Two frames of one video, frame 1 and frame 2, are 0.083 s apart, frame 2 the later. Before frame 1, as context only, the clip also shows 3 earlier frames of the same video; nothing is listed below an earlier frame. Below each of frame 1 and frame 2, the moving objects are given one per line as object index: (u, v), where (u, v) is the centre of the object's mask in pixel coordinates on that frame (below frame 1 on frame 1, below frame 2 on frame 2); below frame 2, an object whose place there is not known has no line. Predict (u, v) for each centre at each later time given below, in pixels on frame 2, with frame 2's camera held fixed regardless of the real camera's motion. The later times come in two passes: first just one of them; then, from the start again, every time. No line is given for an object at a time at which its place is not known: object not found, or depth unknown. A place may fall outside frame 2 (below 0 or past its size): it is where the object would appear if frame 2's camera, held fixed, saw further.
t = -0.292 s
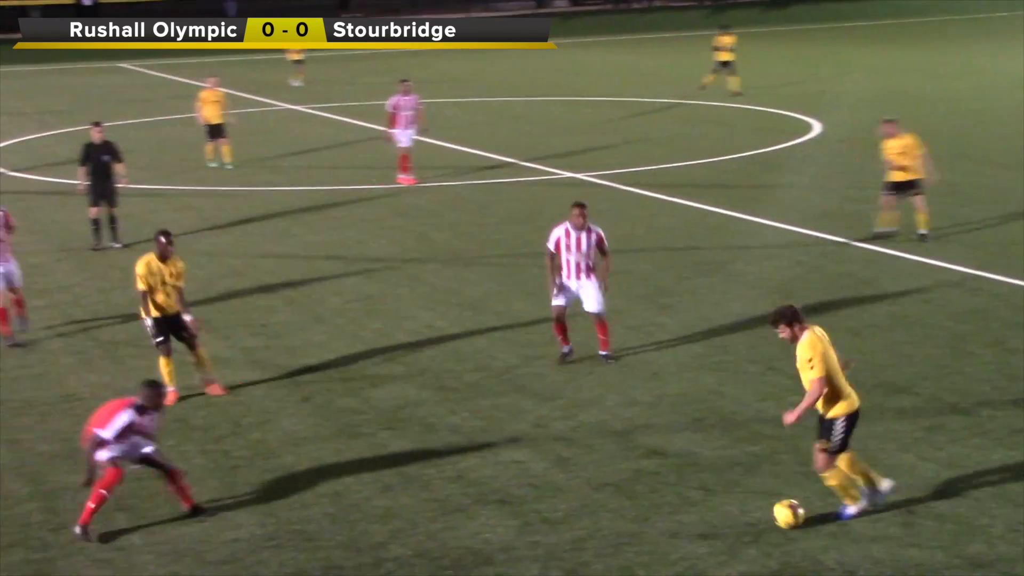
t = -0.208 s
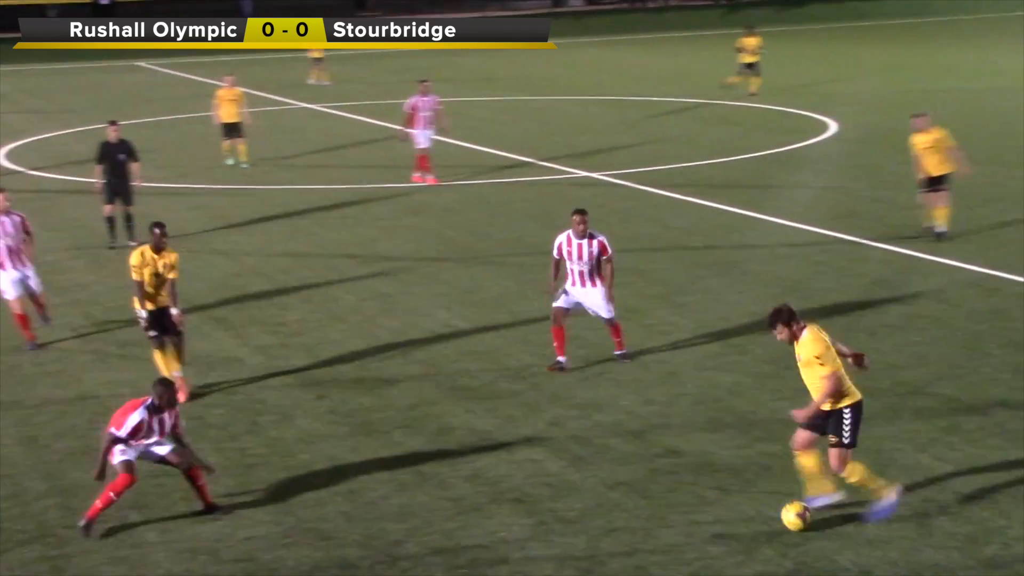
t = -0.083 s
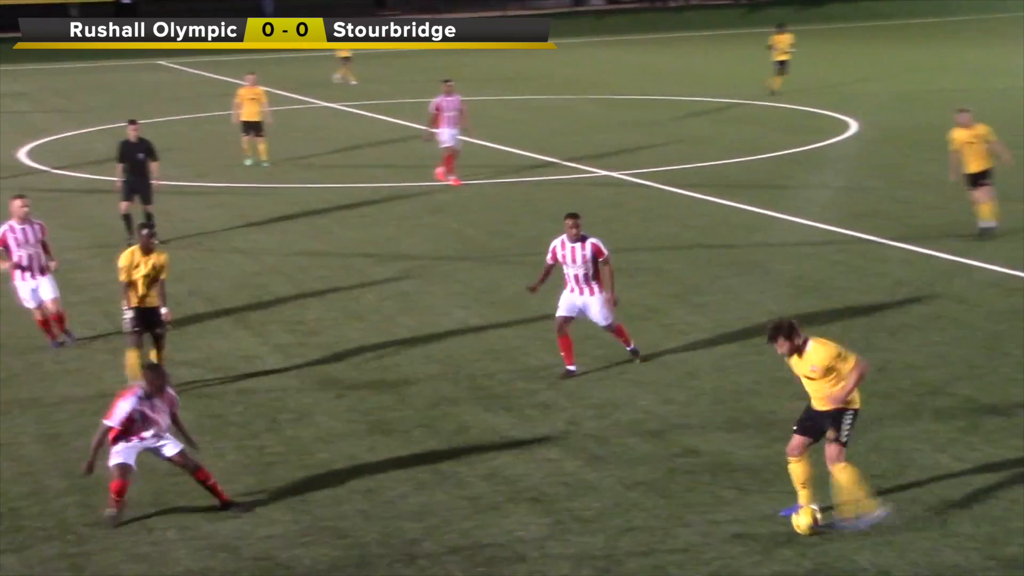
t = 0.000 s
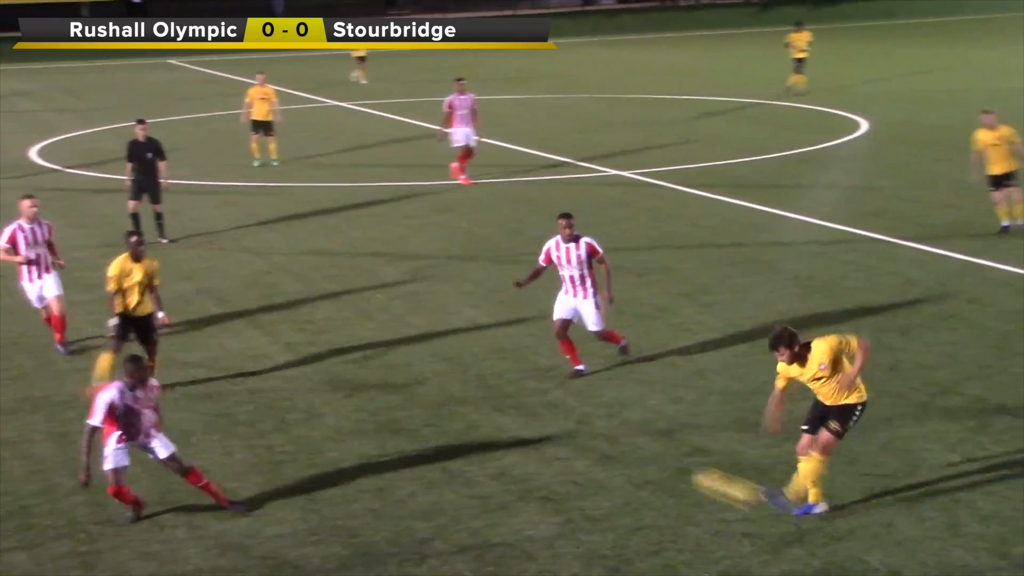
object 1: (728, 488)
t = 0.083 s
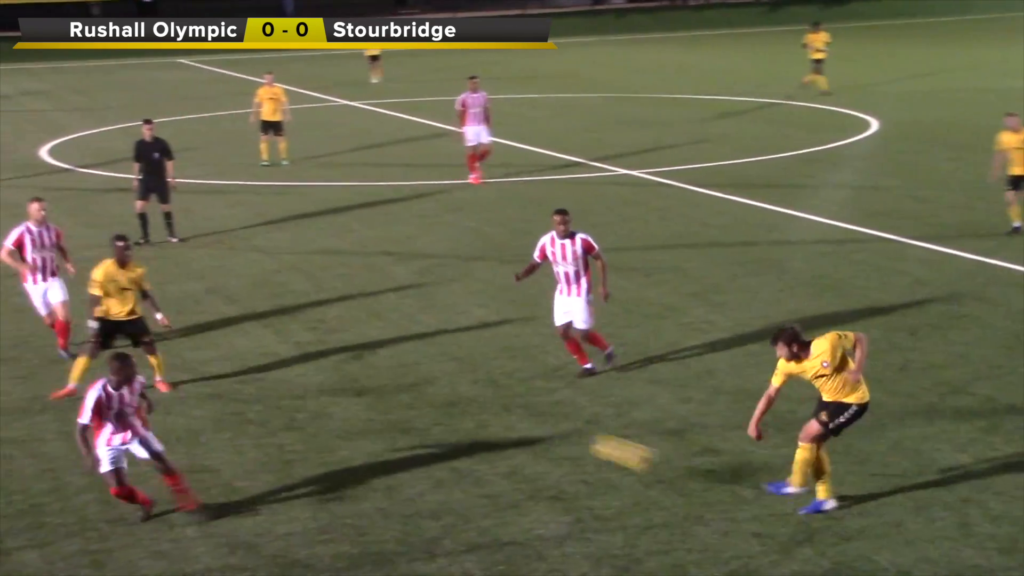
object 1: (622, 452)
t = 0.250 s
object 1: (428, 409)
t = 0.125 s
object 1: (572, 439)
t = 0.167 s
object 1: (520, 427)
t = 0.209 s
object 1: (474, 418)
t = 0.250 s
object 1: (428, 409)
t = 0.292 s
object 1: (383, 404)
